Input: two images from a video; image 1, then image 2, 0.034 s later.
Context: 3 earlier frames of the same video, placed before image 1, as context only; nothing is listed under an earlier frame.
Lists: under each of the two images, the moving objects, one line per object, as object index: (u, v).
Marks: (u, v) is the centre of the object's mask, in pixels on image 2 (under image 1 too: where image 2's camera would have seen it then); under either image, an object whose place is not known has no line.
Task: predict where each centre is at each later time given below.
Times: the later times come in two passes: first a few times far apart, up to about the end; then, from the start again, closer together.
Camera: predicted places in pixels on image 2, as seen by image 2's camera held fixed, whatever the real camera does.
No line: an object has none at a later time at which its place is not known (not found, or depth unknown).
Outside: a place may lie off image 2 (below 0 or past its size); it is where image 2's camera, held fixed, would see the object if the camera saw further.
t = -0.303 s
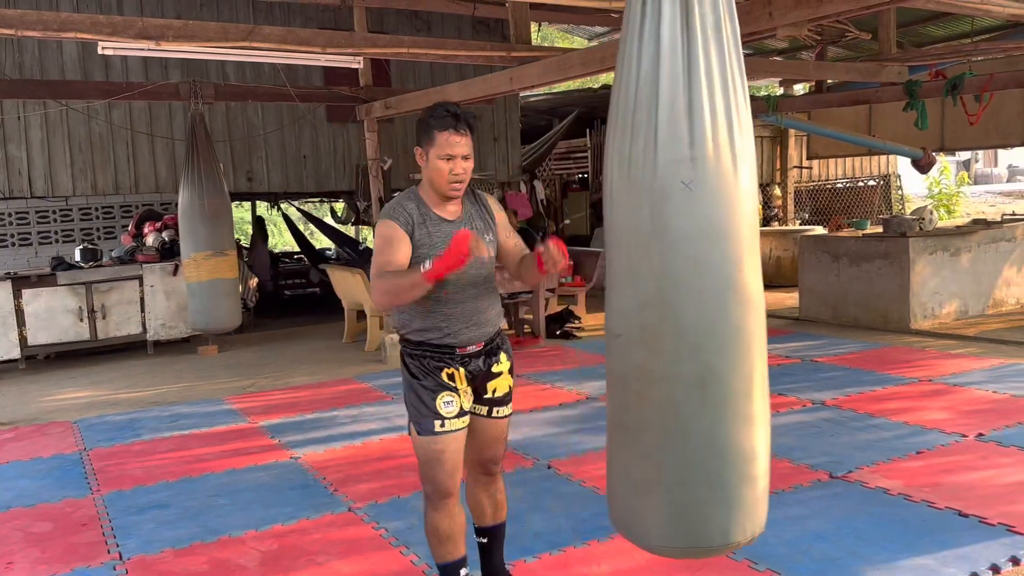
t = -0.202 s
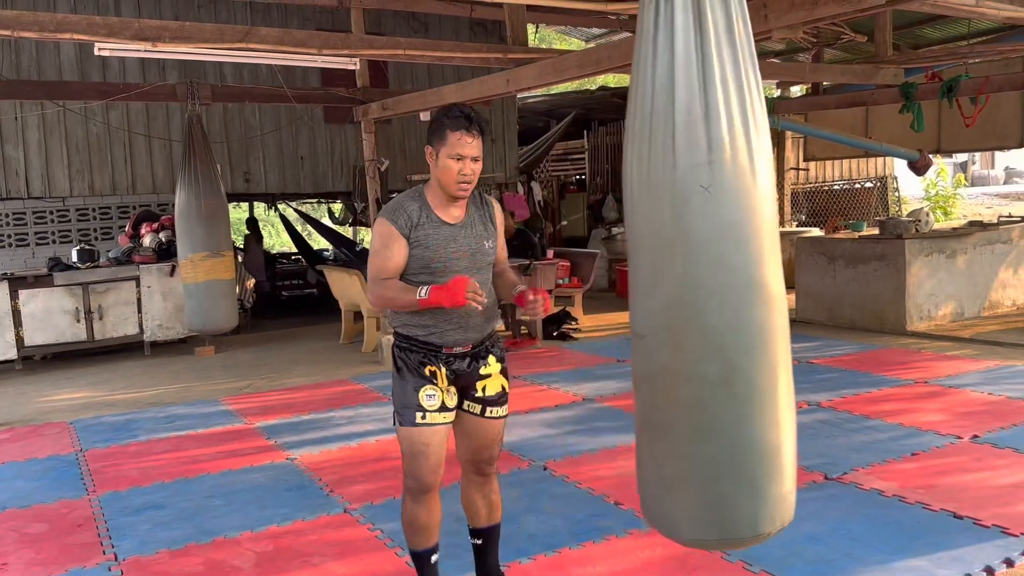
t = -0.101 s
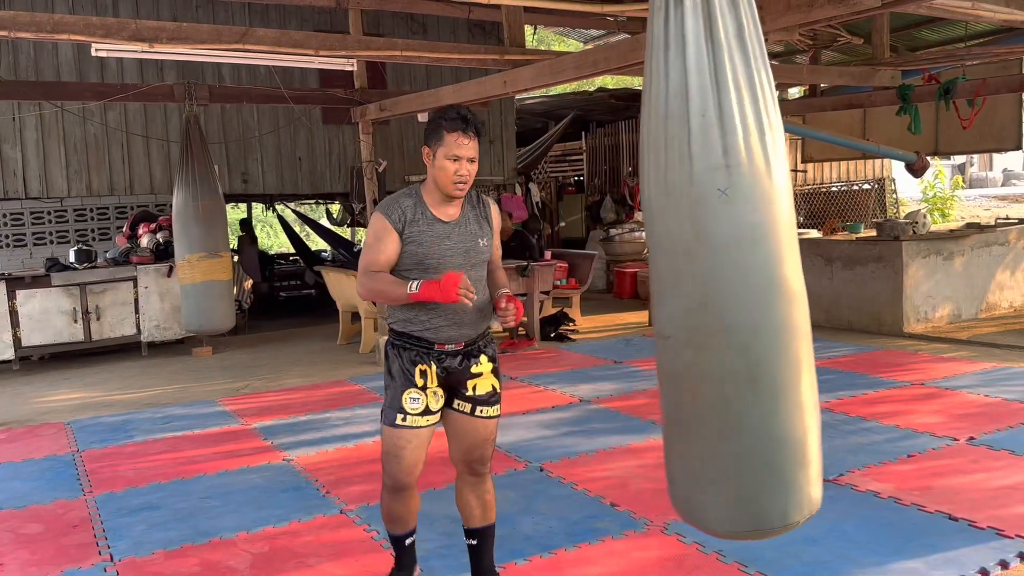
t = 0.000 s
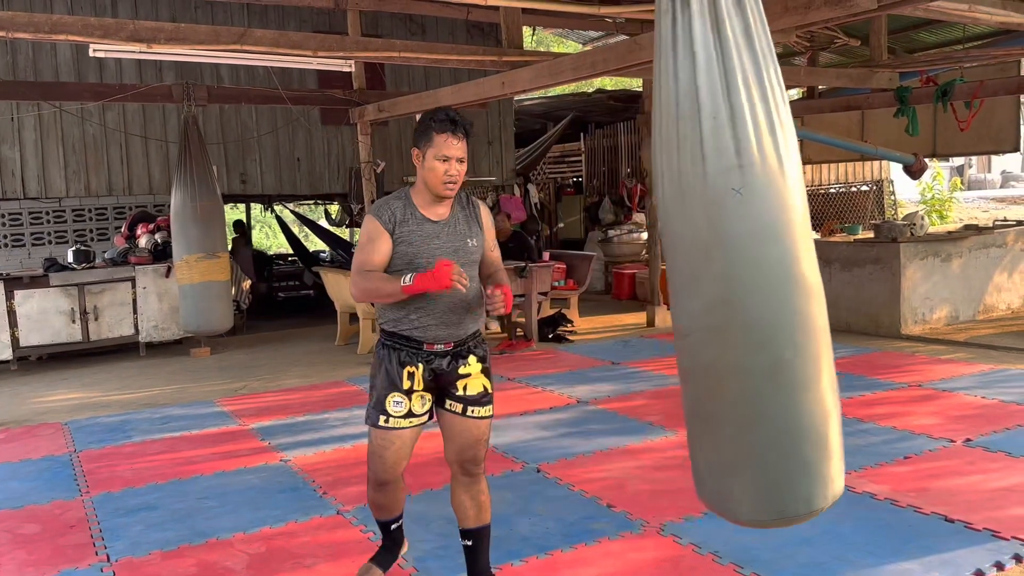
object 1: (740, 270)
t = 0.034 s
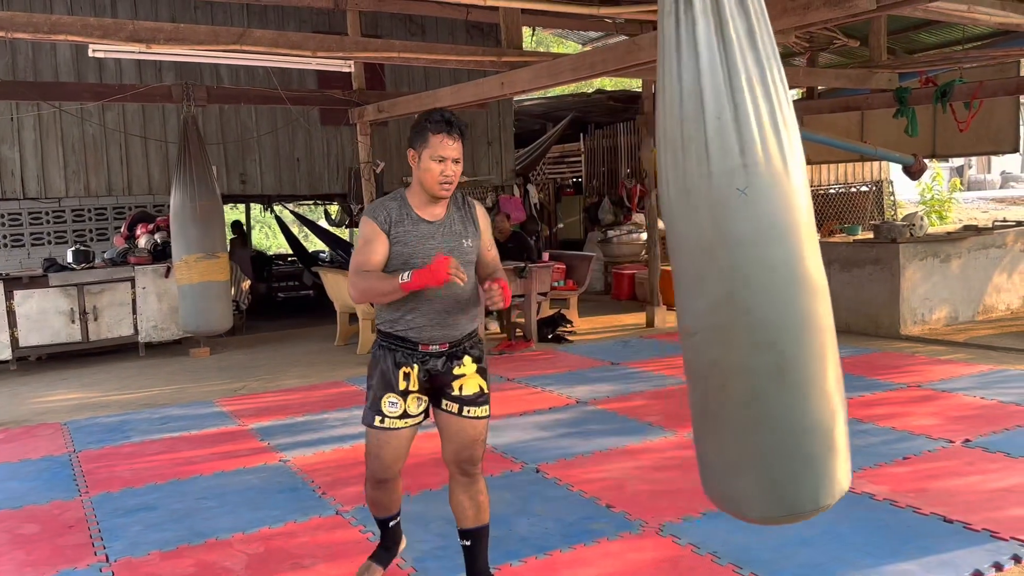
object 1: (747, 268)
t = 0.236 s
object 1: (773, 255)
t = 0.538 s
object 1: (766, 256)
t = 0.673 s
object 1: (747, 263)
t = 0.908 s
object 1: (696, 279)
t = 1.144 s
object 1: (635, 290)
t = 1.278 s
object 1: (605, 293)
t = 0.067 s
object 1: (753, 266)
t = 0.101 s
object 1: (758, 263)
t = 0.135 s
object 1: (763, 261)
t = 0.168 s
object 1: (767, 258)
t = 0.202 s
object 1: (771, 257)
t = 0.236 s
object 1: (773, 255)
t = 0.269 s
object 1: (775, 254)
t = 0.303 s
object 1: (776, 252)
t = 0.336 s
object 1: (777, 252)
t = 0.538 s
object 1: (766, 256)
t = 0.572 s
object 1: (762, 257)
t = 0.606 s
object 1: (758, 259)
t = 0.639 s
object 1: (753, 261)
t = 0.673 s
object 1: (747, 263)
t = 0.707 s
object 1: (741, 265)
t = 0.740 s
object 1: (734, 268)
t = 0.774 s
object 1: (727, 270)
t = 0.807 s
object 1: (720, 272)
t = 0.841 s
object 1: (712, 274)
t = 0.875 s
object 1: (704, 277)
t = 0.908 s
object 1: (696, 279)
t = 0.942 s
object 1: (687, 281)
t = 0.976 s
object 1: (678, 283)
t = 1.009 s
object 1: (670, 285)
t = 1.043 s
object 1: (661, 287)
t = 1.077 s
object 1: (652, 288)
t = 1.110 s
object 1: (644, 289)
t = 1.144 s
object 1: (635, 290)
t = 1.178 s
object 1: (627, 291)
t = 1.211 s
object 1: (619, 292)
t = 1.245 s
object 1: (612, 293)
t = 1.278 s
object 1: (605, 293)
